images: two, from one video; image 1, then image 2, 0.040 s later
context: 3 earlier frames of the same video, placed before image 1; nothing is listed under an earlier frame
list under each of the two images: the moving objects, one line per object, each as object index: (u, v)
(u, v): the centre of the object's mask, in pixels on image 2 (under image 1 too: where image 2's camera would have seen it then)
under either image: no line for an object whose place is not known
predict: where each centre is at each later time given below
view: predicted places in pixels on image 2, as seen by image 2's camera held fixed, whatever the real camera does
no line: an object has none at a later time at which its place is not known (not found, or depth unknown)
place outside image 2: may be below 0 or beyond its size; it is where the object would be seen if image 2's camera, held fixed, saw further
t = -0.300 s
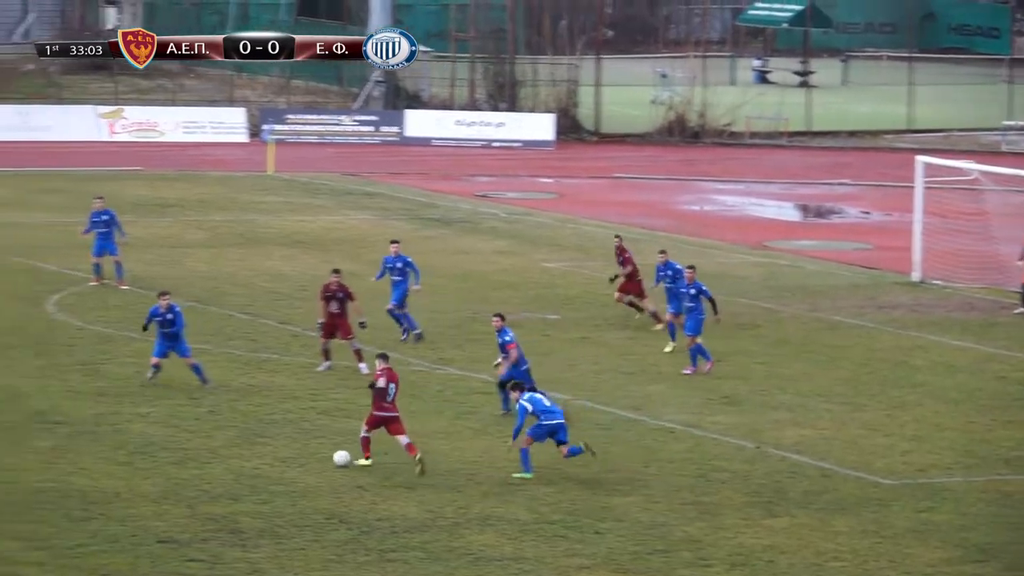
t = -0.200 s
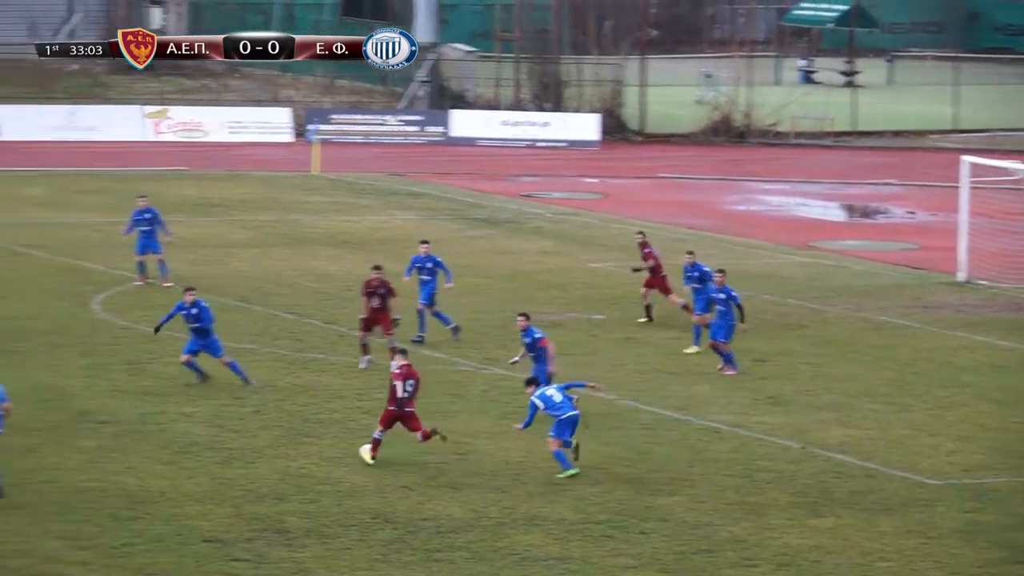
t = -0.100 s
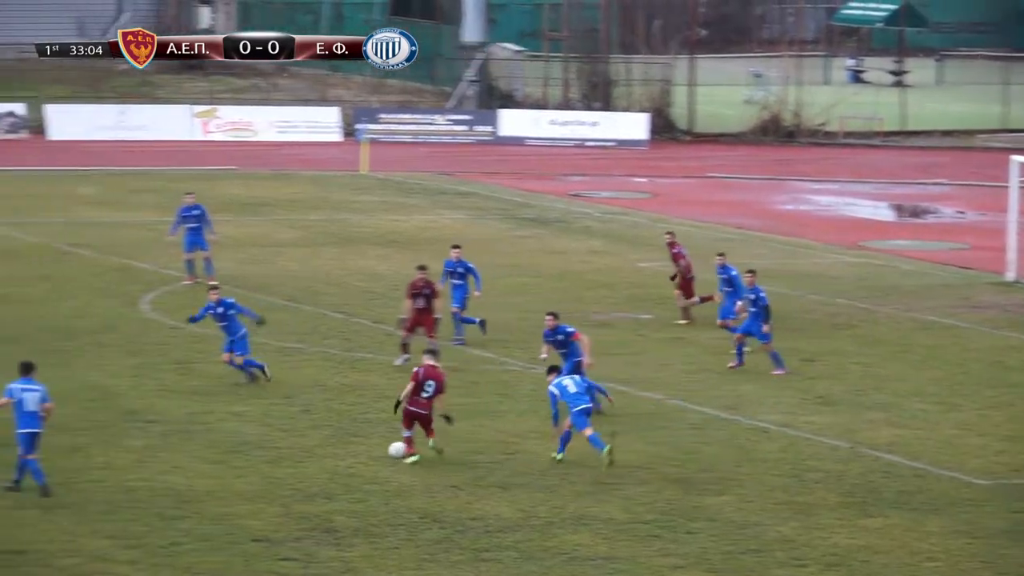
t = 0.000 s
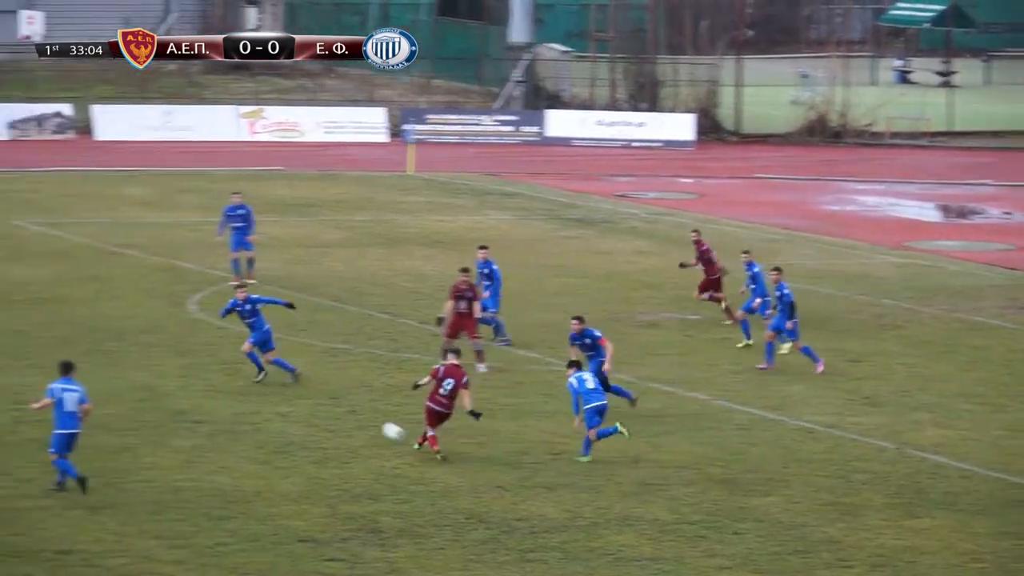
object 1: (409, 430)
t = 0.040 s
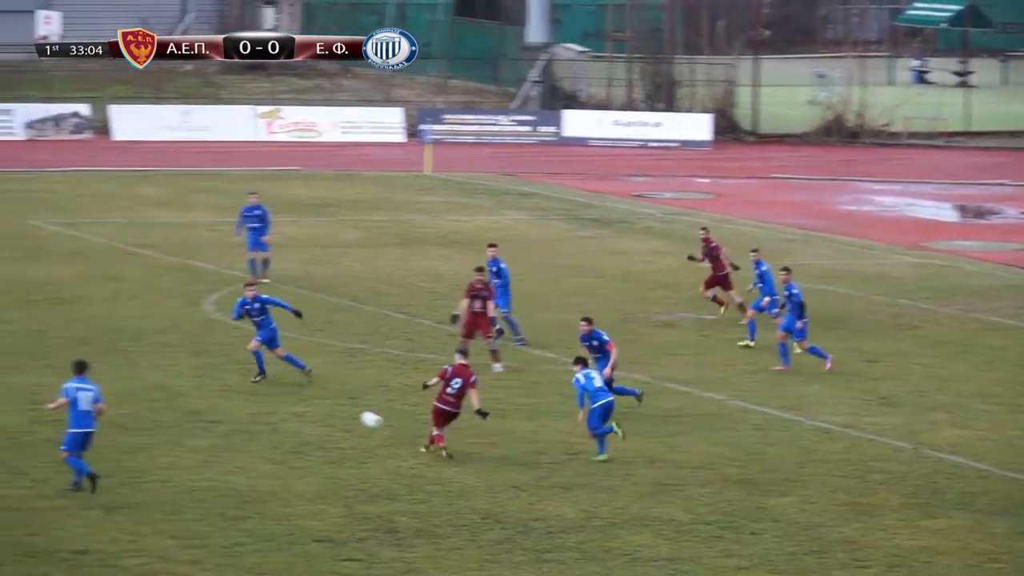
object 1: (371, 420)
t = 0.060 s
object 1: (351, 414)
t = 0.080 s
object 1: (332, 410)
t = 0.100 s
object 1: (313, 406)
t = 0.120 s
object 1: (295, 403)
